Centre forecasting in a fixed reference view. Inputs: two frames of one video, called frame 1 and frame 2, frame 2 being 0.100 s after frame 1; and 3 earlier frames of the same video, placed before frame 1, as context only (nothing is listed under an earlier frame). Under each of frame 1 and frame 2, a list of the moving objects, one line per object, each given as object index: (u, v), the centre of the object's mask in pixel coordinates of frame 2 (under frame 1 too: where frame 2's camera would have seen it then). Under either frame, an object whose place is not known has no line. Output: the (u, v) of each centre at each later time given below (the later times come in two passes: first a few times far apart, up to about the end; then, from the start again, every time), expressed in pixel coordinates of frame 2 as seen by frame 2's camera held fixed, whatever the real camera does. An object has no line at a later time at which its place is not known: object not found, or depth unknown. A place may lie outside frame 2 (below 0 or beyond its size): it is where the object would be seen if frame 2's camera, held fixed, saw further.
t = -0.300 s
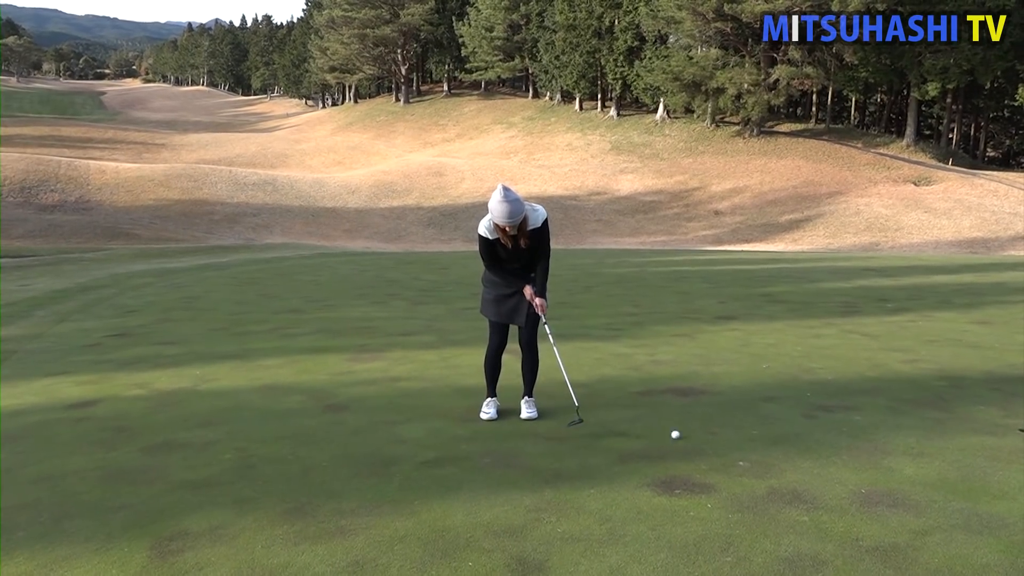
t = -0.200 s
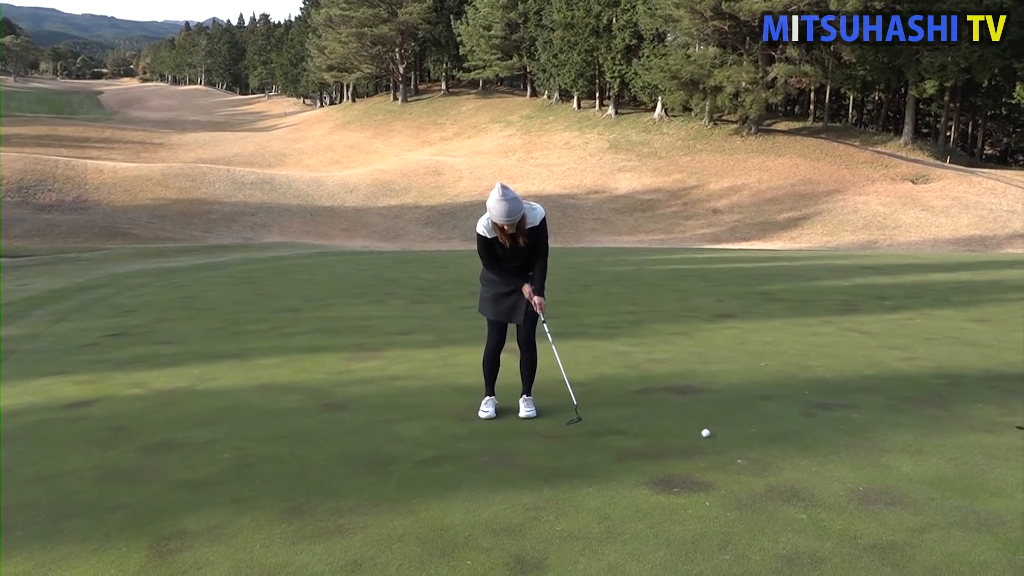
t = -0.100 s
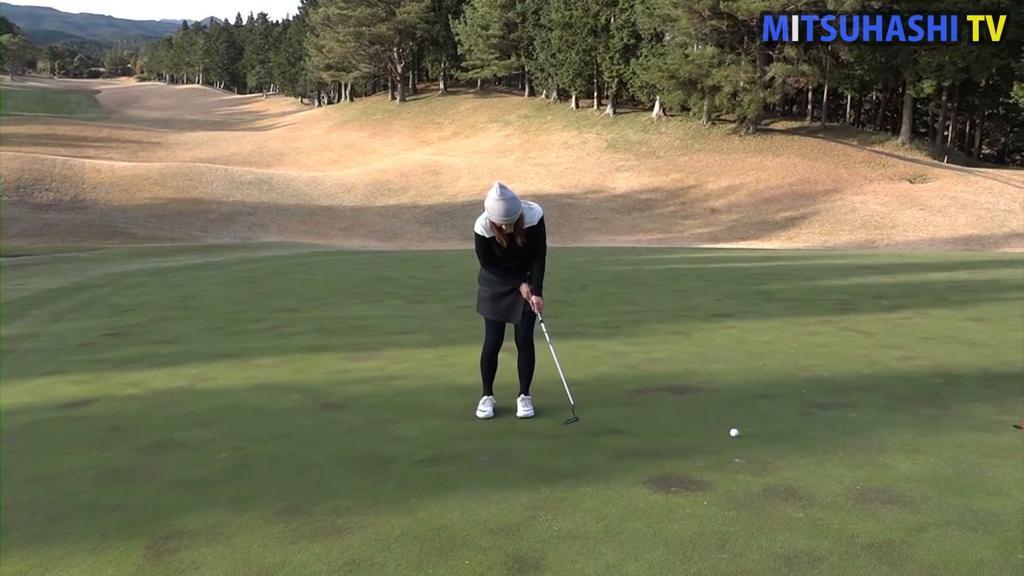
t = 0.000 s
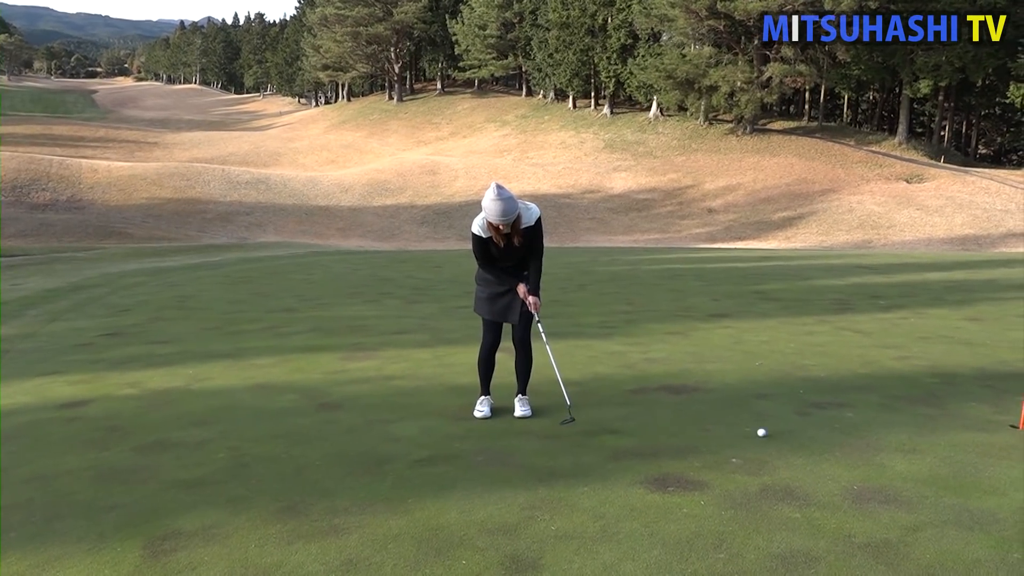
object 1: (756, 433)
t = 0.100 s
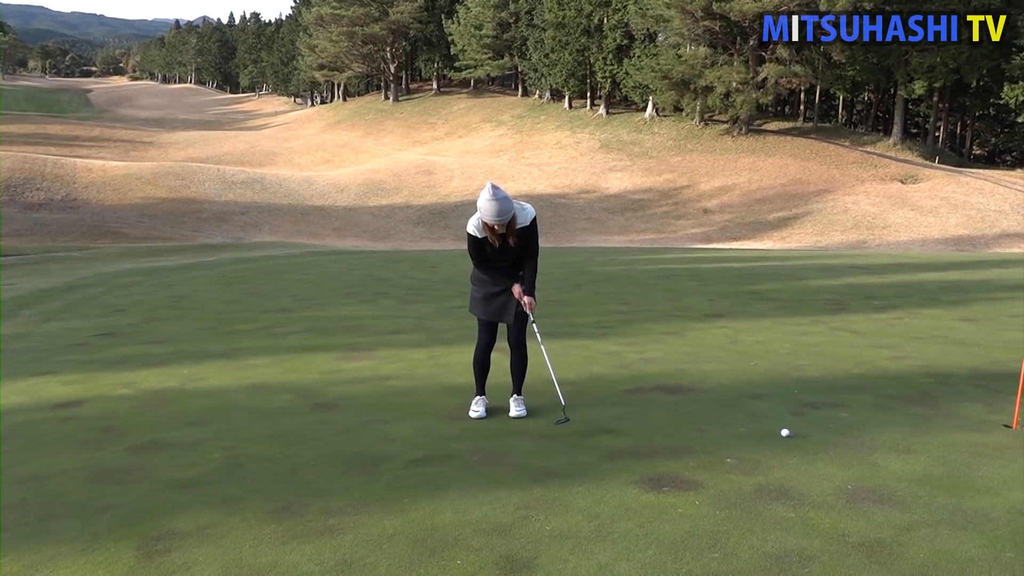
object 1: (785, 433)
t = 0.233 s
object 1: (821, 433)
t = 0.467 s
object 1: (880, 432)
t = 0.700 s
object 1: (931, 431)
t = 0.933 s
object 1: (977, 430)
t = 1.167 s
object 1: (1016, 429)
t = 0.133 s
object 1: (794, 433)
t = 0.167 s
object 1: (803, 433)
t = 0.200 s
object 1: (812, 433)
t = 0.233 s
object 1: (821, 433)
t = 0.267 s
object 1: (830, 433)
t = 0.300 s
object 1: (838, 433)
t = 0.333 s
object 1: (847, 432)
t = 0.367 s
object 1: (855, 433)
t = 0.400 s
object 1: (864, 432)
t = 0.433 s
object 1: (872, 432)
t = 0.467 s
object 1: (880, 432)
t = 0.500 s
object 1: (888, 432)
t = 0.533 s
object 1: (895, 432)
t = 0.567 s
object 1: (903, 432)
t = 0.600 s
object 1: (911, 432)
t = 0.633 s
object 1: (918, 431)
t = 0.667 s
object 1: (925, 431)
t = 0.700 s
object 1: (931, 431)
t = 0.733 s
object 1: (938, 431)
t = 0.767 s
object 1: (945, 431)
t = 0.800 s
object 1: (952, 431)
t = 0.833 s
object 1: (958, 431)
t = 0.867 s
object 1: (964, 430)
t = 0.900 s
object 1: (971, 430)
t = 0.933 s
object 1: (977, 430)
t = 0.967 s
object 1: (983, 430)
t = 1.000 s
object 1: (989, 430)
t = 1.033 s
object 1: (994, 430)
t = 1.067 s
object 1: (1000, 430)
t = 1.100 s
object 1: (1006, 429)
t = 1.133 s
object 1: (1011, 429)
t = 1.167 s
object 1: (1016, 429)
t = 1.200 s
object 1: (1021, 429)
